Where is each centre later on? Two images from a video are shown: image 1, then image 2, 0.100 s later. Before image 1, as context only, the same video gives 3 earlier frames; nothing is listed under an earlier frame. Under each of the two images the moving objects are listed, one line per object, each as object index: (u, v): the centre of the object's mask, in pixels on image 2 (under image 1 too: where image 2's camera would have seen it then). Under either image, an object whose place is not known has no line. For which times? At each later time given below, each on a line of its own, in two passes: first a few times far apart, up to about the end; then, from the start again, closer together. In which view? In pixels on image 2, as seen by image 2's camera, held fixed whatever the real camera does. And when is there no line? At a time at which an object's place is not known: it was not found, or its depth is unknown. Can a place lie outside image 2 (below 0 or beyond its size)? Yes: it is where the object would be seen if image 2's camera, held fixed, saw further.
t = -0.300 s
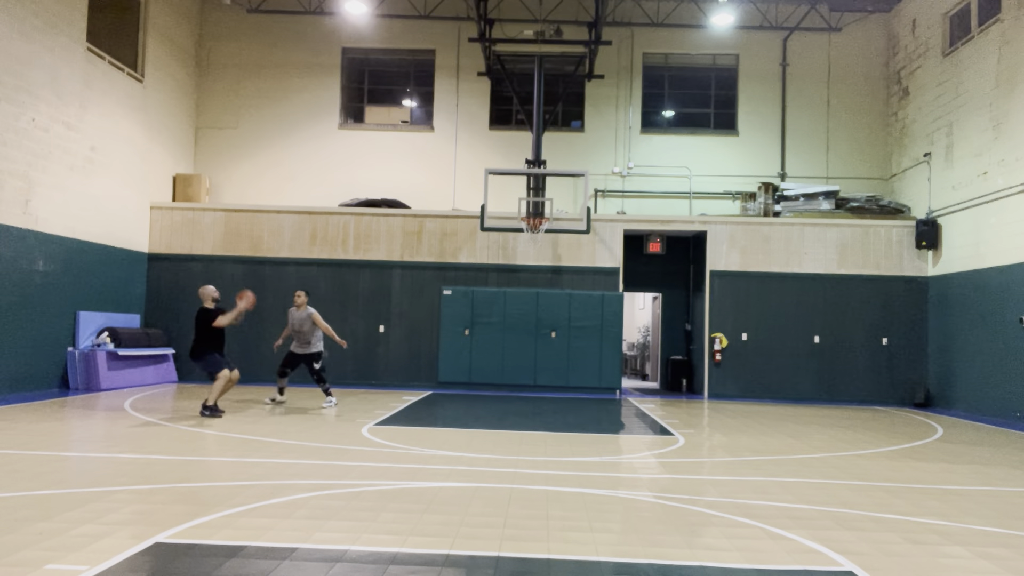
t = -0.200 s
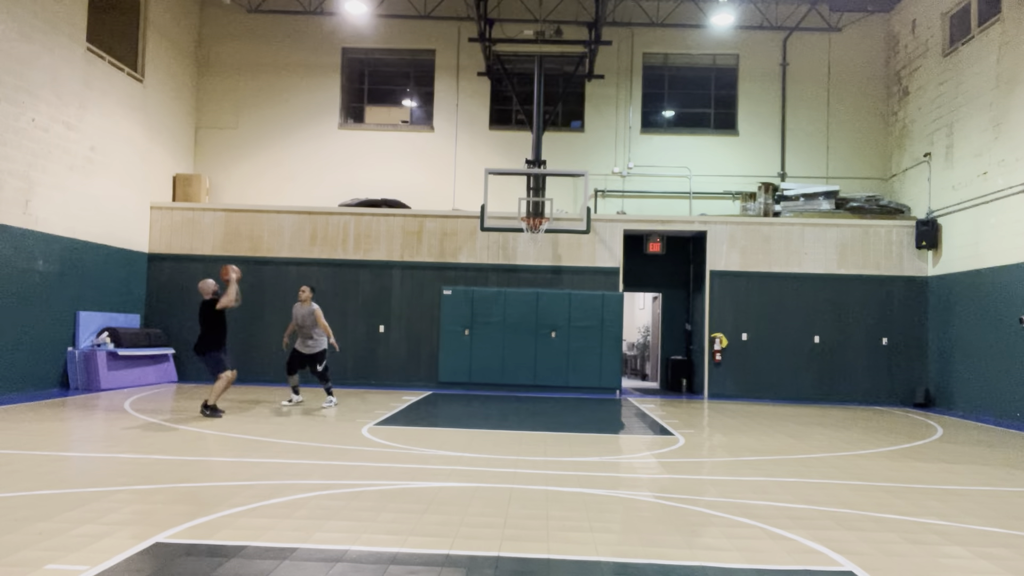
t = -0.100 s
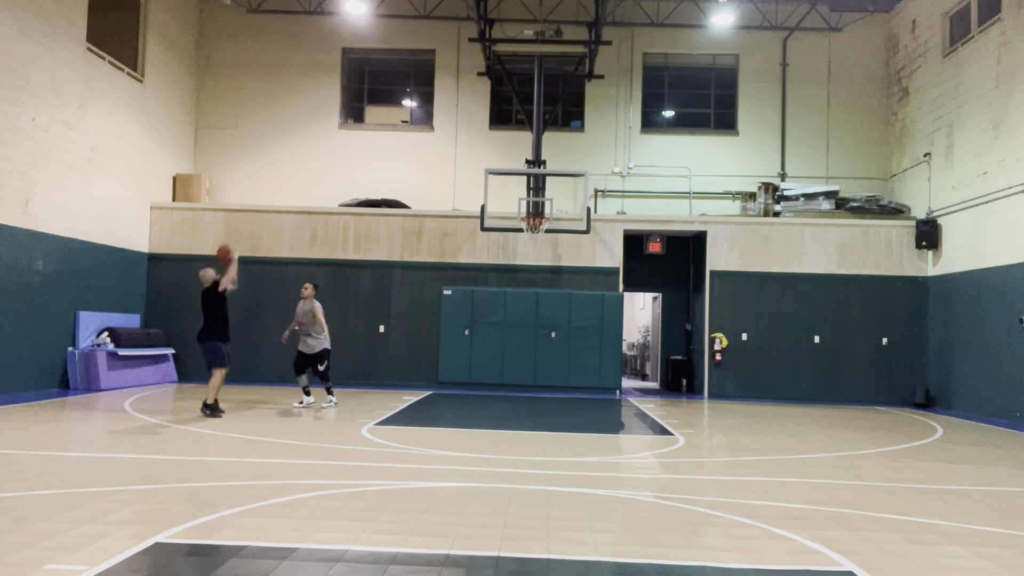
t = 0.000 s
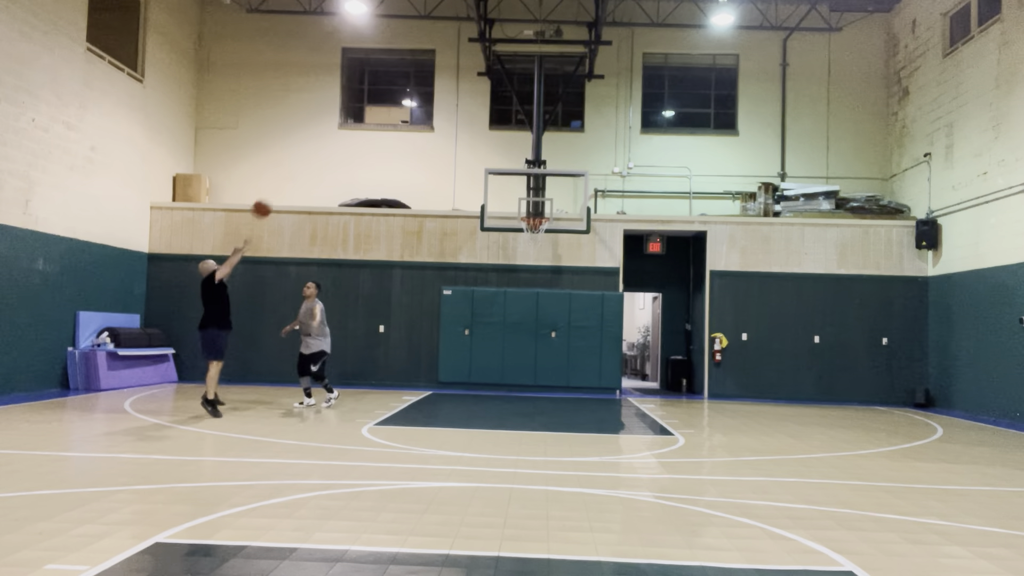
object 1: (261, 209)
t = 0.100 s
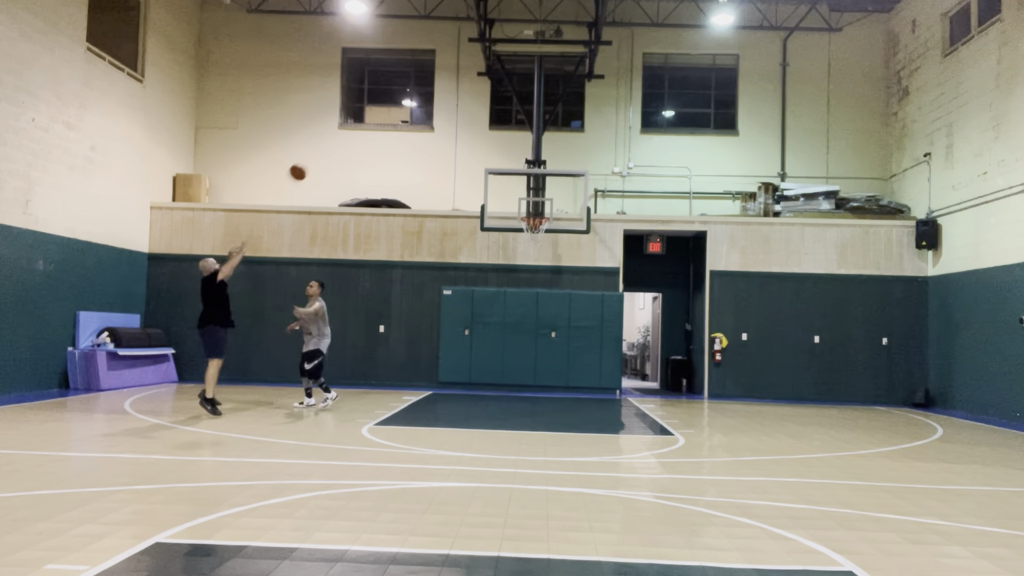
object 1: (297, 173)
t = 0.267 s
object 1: (351, 133)
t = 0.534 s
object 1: (422, 117)
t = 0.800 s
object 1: (481, 144)
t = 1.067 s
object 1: (531, 208)
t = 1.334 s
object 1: (526, 233)
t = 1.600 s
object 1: (523, 235)
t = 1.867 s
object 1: (542, 256)
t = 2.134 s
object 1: (560, 316)
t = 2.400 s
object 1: (576, 382)
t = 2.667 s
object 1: (590, 329)
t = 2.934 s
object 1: (603, 319)
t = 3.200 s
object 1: (614, 349)
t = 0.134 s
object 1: (309, 163)
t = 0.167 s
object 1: (319, 154)
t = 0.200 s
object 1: (330, 146)
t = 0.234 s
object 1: (341, 140)
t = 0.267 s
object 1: (351, 133)
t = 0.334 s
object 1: (370, 124)
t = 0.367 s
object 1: (379, 121)
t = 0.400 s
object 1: (388, 119)
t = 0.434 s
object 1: (397, 117)
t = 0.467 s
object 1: (405, 116)
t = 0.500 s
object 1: (414, 116)
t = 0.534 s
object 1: (422, 117)
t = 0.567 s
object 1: (430, 118)
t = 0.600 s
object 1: (437, 119)
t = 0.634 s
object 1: (446, 122)
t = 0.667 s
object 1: (453, 125)
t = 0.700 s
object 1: (461, 129)
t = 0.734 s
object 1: (468, 133)
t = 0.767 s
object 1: (475, 138)
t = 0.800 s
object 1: (481, 144)
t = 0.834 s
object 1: (488, 150)
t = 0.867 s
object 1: (495, 157)
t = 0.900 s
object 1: (502, 164)
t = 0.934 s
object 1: (508, 172)
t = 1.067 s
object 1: (531, 208)
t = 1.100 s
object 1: (536, 214)
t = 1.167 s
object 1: (538, 223)
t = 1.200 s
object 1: (536, 224)
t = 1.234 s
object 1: (535, 225)
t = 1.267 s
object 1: (533, 228)
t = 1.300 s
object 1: (527, 230)
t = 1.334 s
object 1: (526, 233)
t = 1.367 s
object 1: (524, 232)
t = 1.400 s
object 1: (521, 231)
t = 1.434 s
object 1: (521, 231)
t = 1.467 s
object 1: (520, 231)
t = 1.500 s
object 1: (520, 231)
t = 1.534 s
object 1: (520, 233)
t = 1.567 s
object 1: (521, 233)
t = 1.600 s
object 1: (523, 235)
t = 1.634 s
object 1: (525, 236)
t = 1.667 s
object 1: (528, 237)
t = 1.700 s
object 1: (530, 241)
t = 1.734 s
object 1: (533, 242)
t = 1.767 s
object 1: (535, 244)
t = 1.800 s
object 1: (537, 247)
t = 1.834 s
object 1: (540, 251)
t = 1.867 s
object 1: (542, 256)
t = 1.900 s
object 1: (544, 261)
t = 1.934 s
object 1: (547, 267)
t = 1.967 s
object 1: (549, 273)
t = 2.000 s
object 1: (551, 281)
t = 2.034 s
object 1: (553, 288)
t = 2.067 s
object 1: (555, 297)
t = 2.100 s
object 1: (558, 306)
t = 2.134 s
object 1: (560, 316)
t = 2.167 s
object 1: (562, 326)
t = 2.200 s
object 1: (564, 337)
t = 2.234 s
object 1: (566, 348)
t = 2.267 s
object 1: (568, 360)
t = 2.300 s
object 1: (570, 373)
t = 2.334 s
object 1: (572, 386)
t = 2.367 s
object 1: (574, 392)
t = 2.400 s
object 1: (576, 382)
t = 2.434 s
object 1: (578, 374)
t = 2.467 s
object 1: (580, 365)
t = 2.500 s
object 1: (582, 357)
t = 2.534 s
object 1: (583, 351)
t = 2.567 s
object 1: (585, 344)
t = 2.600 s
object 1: (587, 339)
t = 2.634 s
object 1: (589, 334)
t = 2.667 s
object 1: (590, 329)
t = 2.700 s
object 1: (592, 326)
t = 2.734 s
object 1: (594, 323)
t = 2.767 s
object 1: (595, 321)
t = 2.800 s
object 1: (596, 319)
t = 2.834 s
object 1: (598, 318)
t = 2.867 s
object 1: (600, 318)
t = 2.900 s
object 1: (601, 318)
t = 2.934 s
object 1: (603, 319)
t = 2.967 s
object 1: (604, 321)
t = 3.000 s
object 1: (605, 323)
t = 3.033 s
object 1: (607, 325)
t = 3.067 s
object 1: (608, 329)
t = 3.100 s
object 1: (609, 333)
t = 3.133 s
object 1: (611, 337)
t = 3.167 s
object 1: (612, 342)
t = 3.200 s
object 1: (614, 349)
